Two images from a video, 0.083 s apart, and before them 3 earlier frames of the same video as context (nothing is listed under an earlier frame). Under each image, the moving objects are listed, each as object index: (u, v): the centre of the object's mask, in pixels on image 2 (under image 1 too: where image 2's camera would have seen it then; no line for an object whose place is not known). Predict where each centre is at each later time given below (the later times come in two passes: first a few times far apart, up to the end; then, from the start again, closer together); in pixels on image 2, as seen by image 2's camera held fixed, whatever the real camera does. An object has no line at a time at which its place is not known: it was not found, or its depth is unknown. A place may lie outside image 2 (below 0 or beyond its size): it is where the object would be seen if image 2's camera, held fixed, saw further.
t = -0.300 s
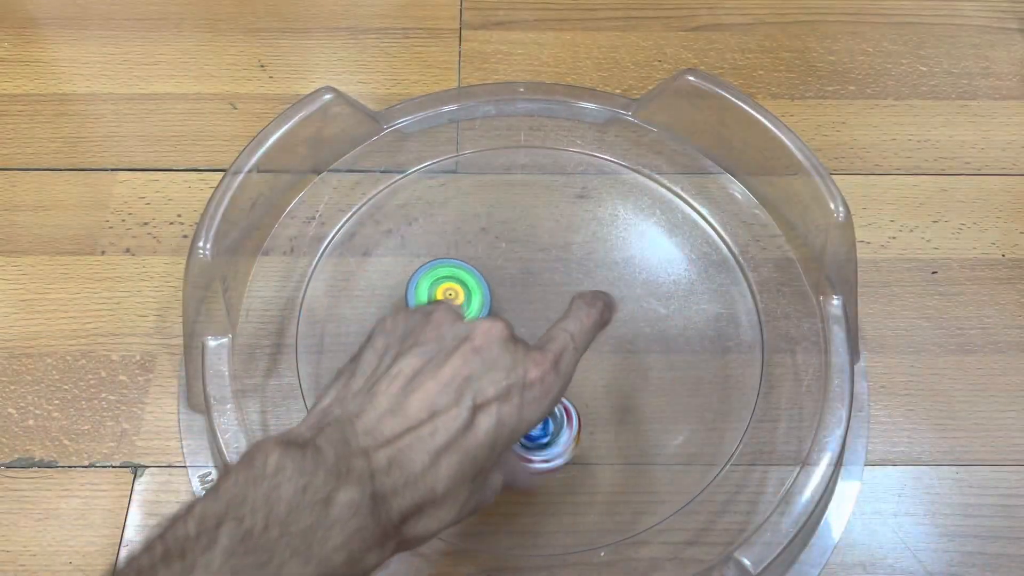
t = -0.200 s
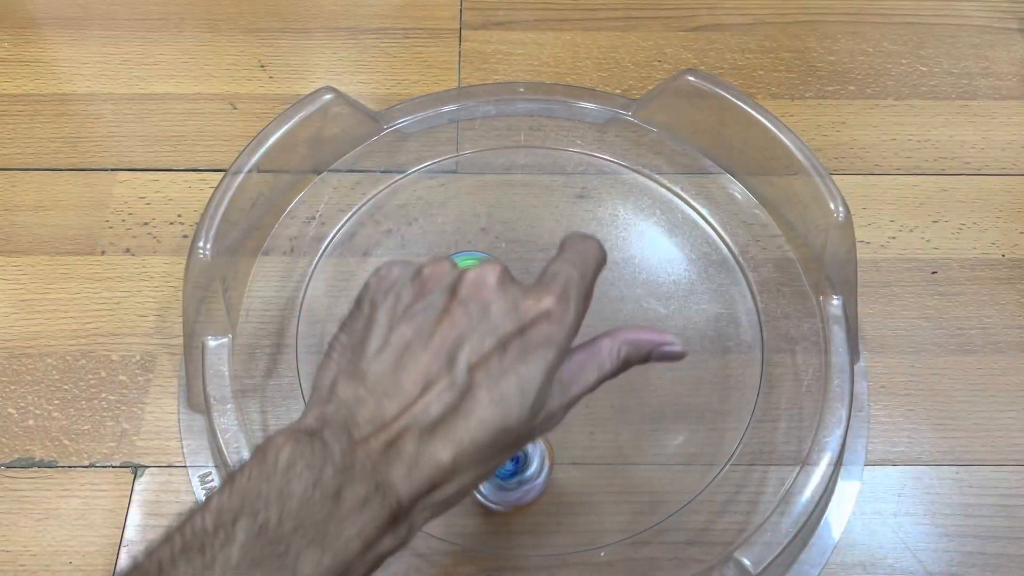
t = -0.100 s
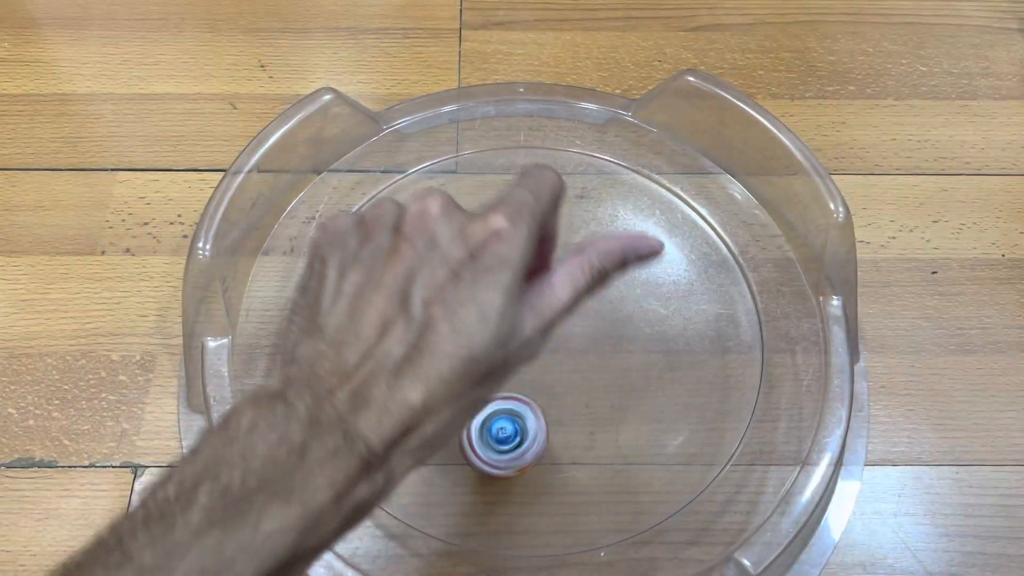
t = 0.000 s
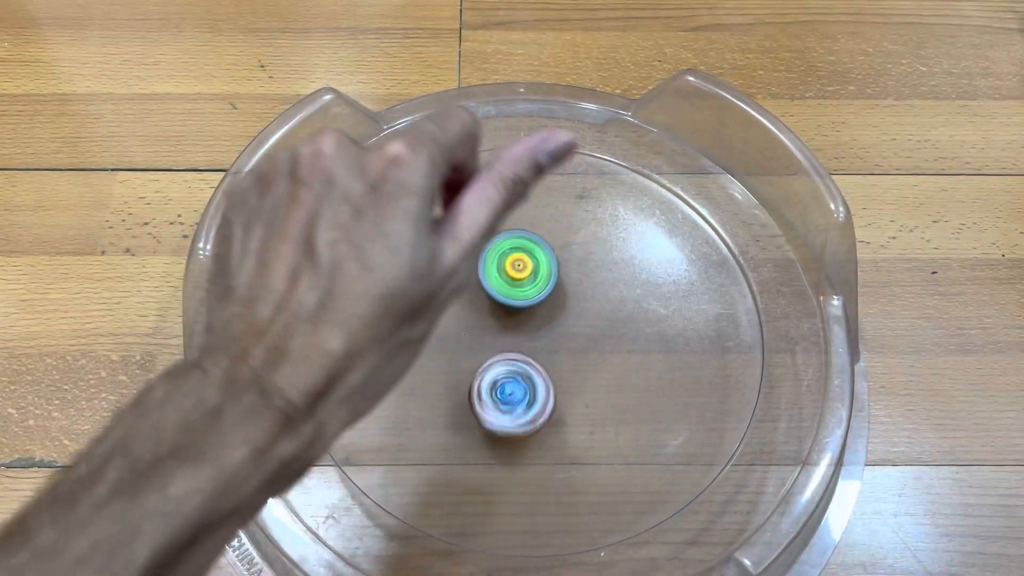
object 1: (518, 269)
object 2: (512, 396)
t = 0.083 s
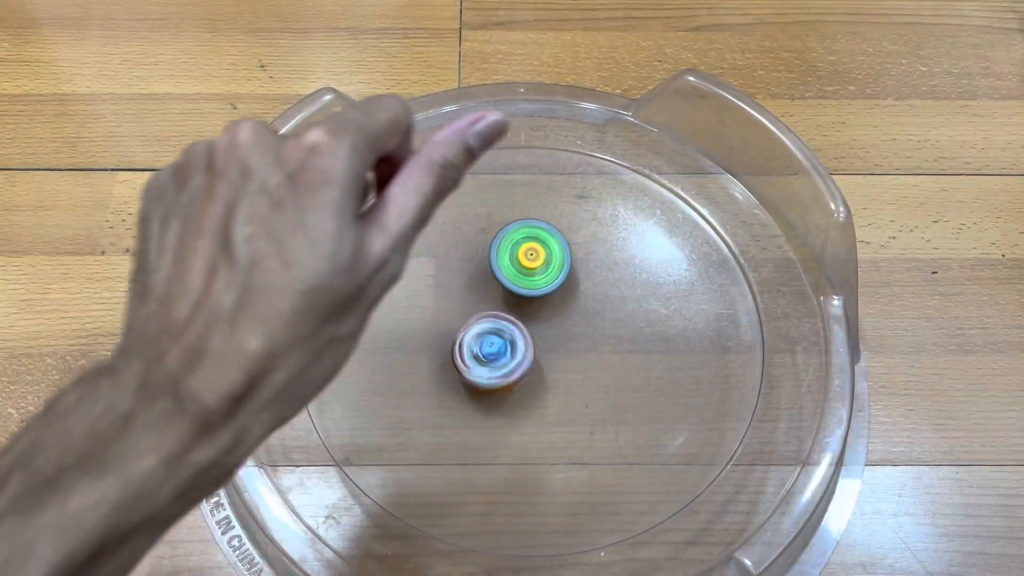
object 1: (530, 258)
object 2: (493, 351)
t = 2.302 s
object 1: (596, 420)
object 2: (580, 297)
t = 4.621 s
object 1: (483, 221)
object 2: (567, 319)
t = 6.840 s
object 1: (539, 435)
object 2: (542, 329)
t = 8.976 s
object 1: (548, 214)
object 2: (545, 310)
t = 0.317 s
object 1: (564, 234)
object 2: (481, 260)
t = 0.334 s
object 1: (567, 232)
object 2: (482, 255)
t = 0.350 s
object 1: (570, 230)
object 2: (483, 249)
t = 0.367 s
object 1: (571, 229)
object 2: (486, 243)
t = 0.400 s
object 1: (574, 227)
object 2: (492, 232)
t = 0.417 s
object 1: (578, 226)
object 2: (495, 227)
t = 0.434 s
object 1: (581, 226)
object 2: (499, 223)
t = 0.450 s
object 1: (585, 226)
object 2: (502, 220)
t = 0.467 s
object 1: (598, 228)
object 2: (501, 214)
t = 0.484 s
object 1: (608, 231)
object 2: (500, 212)
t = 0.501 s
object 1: (618, 234)
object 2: (500, 211)
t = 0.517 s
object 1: (628, 236)
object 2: (501, 211)
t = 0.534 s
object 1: (635, 238)
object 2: (503, 211)
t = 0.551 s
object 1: (642, 240)
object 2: (505, 212)
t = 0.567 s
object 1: (648, 240)
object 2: (506, 213)
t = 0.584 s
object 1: (653, 240)
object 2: (508, 215)
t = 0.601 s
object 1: (657, 240)
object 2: (510, 217)
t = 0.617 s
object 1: (661, 239)
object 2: (511, 219)
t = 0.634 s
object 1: (664, 238)
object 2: (512, 222)
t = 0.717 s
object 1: (682, 234)
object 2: (514, 248)
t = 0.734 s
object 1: (685, 233)
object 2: (513, 255)
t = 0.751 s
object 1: (688, 232)
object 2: (513, 262)
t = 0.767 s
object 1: (691, 232)
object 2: (511, 270)
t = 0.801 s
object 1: (698, 231)
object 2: (505, 282)
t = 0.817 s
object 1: (701, 230)
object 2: (502, 289)
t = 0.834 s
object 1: (704, 230)
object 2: (498, 296)
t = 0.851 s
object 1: (707, 231)
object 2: (494, 302)
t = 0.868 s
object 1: (709, 230)
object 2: (491, 308)
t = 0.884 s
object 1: (711, 231)
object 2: (486, 313)
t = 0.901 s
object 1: (713, 231)
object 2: (481, 318)
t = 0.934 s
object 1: (718, 233)
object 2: (472, 328)
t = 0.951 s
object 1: (721, 234)
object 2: (467, 332)
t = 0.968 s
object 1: (723, 235)
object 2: (462, 336)
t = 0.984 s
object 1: (725, 237)
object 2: (456, 340)
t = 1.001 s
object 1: (726, 238)
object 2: (450, 343)
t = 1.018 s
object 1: (724, 240)
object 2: (444, 346)
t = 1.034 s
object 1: (722, 242)
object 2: (438, 348)
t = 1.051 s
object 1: (721, 245)
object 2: (432, 350)
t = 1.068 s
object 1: (720, 248)
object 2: (428, 352)
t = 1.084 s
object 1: (720, 251)
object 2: (423, 352)
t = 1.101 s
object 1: (720, 254)
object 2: (418, 352)
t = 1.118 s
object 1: (720, 257)
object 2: (414, 352)
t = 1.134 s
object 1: (720, 260)
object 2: (411, 351)
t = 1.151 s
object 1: (721, 263)
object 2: (407, 350)
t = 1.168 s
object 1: (721, 266)
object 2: (405, 348)
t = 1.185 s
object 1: (722, 268)
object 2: (403, 346)
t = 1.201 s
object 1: (723, 271)
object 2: (402, 343)
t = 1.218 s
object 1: (725, 274)
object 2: (403, 342)
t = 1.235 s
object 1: (726, 277)
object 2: (405, 340)
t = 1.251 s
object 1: (728, 280)
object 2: (408, 339)
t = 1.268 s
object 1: (729, 283)
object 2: (412, 338)
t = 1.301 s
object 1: (732, 287)
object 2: (422, 334)
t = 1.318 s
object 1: (734, 290)
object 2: (427, 333)
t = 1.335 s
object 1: (735, 292)
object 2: (433, 331)
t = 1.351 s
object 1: (737, 294)
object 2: (441, 331)
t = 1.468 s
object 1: (744, 314)
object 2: (494, 341)
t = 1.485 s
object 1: (744, 317)
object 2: (501, 344)
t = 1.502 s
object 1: (745, 320)
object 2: (507, 347)
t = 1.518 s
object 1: (745, 323)
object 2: (513, 350)
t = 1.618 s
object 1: (744, 343)
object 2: (549, 374)
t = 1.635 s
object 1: (743, 346)
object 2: (553, 379)
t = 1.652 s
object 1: (742, 348)
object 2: (557, 384)
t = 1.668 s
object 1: (741, 351)
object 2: (560, 389)
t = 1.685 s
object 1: (740, 354)
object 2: (563, 393)
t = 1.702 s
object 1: (738, 357)
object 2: (565, 398)
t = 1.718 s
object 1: (736, 360)
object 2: (566, 403)
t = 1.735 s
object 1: (734, 363)
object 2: (567, 408)
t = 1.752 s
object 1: (732, 365)
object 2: (567, 412)
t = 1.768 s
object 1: (729, 368)
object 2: (566, 415)
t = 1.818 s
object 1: (721, 377)
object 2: (563, 419)
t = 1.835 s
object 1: (718, 379)
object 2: (561, 421)
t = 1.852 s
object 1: (715, 382)
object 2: (559, 421)
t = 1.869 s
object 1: (712, 385)
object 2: (557, 420)
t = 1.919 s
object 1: (702, 392)
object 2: (549, 412)
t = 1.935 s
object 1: (698, 394)
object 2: (546, 409)
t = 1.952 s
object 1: (694, 397)
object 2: (544, 407)
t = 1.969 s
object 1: (691, 399)
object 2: (541, 402)
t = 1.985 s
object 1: (687, 401)
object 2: (538, 397)
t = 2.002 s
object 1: (682, 403)
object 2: (536, 391)
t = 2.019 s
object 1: (678, 405)
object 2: (534, 385)
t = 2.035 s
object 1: (673, 407)
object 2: (534, 379)
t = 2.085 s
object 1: (660, 412)
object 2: (536, 361)
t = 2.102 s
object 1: (655, 413)
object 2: (538, 354)
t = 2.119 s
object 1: (650, 414)
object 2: (540, 348)
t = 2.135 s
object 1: (645, 415)
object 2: (543, 341)
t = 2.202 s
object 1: (626, 418)
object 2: (554, 321)
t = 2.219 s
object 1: (621, 418)
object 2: (558, 315)
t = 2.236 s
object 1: (615, 419)
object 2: (561, 311)
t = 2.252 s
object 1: (610, 419)
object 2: (566, 308)
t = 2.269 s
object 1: (605, 419)
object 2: (570, 304)
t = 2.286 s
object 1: (601, 419)
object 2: (575, 300)
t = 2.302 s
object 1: (596, 420)
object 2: (580, 297)
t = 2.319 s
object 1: (591, 420)
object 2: (585, 293)
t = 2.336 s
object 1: (585, 420)
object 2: (590, 291)
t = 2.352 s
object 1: (580, 420)
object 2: (595, 290)
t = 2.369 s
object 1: (575, 420)
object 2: (600, 290)
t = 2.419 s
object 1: (562, 420)
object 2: (610, 290)
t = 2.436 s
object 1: (557, 420)
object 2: (612, 291)
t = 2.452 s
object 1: (552, 421)
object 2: (614, 293)
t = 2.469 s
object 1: (548, 421)
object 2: (615, 295)
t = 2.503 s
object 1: (539, 422)
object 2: (615, 299)
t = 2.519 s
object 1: (535, 422)
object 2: (614, 301)
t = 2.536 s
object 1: (531, 422)
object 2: (613, 302)
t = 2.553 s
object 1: (527, 423)
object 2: (610, 306)
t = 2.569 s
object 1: (523, 423)
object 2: (608, 308)
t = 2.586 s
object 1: (519, 423)
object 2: (605, 311)
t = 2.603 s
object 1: (515, 423)
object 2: (602, 313)
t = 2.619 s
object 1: (511, 423)
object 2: (596, 316)
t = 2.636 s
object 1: (507, 424)
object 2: (590, 317)
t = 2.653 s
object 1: (503, 423)
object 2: (583, 319)
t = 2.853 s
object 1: (455, 417)
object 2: (511, 302)
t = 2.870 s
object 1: (452, 416)
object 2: (506, 299)
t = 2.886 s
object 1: (448, 415)
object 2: (502, 295)
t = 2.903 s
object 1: (444, 414)
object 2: (498, 291)
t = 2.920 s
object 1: (441, 413)
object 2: (495, 287)
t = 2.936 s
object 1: (438, 412)
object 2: (492, 284)
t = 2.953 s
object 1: (435, 411)
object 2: (489, 279)
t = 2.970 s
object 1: (432, 410)
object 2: (487, 274)
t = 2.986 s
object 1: (429, 409)
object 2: (487, 270)
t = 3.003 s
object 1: (426, 408)
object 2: (486, 267)
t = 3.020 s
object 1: (423, 406)
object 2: (487, 263)
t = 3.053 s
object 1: (417, 404)
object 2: (490, 257)
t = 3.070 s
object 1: (414, 403)
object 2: (491, 256)
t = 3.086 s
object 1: (412, 402)
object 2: (493, 255)
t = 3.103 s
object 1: (410, 401)
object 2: (495, 255)
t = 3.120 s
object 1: (408, 400)
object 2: (497, 254)
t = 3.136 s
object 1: (406, 398)
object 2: (499, 255)
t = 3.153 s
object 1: (405, 397)
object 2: (502, 255)
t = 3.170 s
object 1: (405, 395)
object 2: (505, 256)
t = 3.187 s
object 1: (404, 393)
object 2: (508, 258)
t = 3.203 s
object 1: (404, 392)
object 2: (511, 261)
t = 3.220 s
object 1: (404, 390)
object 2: (513, 264)
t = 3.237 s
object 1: (405, 388)
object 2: (514, 266)
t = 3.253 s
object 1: (405, 386)
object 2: (517, 270)
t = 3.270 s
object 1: (405, 383)
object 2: (519, 276)
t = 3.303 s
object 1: (404, 377)
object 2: (521, 286)
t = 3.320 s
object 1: (403, 373)
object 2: (522, 291)
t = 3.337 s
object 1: (402, 370)
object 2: (522, 297)
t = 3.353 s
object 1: (401, 367)
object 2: (522, 302)
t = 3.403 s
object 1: (397, 357)
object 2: (519, 317)
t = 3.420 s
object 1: (396, 354)
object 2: (518, 322)
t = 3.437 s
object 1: (395, 351)
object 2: (516, 326)
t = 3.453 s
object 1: (394, 349)
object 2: (514, 331)
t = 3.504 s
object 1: (393, 341)
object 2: (506, 344)
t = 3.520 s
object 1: (392, 338)
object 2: (503, 348)
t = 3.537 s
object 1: (392, 336)
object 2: (500, 353)
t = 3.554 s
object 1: (391, 333)
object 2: (496, 355)
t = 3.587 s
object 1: (391, 329)
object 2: (488, 360)
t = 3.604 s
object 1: (391, 326)
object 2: (484, 363)
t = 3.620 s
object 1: (391, 323)
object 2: (480, 365)
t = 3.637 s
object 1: (391, 321)
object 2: (476, 366)
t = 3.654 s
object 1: (391, 319)
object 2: (472, 366)
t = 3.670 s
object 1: (391, 317)
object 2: (468, 366)
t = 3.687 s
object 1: (391, 315)
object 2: (463, 365)
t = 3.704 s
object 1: (389, 310)
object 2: (462, 366)
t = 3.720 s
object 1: (384, 302)
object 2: (464, 369)
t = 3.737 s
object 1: (381, 296)
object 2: (465, 371)
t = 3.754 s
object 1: (379, 293)
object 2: (466, 372)
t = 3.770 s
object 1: (378, 290)
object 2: (468, 374)
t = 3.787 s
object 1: (377, 289)
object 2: (470, 374)
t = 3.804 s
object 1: (377, 286)
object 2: (472, 374)
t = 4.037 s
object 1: (392, 252)
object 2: (528, 378)
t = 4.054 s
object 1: (393, 250)
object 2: (533, 379)
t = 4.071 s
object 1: (394, 248)
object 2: (536, 380)
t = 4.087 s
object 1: (396, 246)
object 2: (540, 379)
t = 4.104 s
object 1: (398, 244)
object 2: (543, 379)
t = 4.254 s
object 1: (420, 229)
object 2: (567, 379)
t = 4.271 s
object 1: (422, 227)
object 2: (569, 379)
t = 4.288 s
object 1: (425, 226)
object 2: (569, 379)
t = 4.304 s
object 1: (427, 224)
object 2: (570, 377)
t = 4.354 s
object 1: (435, 221)
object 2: (570, 372)
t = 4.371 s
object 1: (437, 220)
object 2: (570, 371)
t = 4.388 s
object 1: (440, 220)
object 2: (570, 369)
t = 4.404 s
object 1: (443, 219)
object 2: (570, 367)
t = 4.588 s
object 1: (476, 220)
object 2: (566, 327)
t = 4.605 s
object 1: (479, 221)
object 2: (567, 323)
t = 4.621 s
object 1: (483, 221)
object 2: (567, 319)
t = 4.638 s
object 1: (486, 222)
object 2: (568, 315)
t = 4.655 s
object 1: (491, 222)
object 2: (569, 312)
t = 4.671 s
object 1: (494, 222)
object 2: (569, 309)
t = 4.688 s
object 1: (498, 222)
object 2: (571, 306)
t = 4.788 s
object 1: (525, 223)
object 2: (581, 292)
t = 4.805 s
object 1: (530, 223)
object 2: (580, 291)
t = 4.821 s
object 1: (534, 223)
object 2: (581, 290)
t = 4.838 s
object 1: (538, 224)
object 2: (581, 290)
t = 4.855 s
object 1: (540, 219)
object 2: (580, 293)
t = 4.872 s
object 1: (541, 212)
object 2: (581, 299)
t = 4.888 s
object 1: (543, 208)
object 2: (582, 302)
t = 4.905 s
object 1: (545, 207)
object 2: (581, 305)
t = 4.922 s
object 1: (547, 206)
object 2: (580, 309)
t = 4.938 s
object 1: (549, 206)
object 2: (578, 312)
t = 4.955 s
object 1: (552, 206)
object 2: (575, 315)
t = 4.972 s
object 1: (554, 205)
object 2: (572, 319)
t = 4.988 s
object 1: (556, 206)
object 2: (569, 321)
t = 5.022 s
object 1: (562, 206)
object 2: (562, 326)
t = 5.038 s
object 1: (564, 207)
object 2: (557, 328)
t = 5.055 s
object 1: (567, 207)
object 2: (553, 330)
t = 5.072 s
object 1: (569, 207)
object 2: (548, 331)
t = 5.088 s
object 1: (572, 208)
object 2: (544, 331)
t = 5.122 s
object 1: (577, 209)
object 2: (532, 332)
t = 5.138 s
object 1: (579, 209)
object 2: (528, 333)
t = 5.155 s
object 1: (580, 210)
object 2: (523, 332)
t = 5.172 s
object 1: (582, 211)
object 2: (518, 330)
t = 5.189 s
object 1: (584, 212)
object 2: (512, 329)
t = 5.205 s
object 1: (586, 213)
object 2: (507, 328)
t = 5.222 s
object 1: (587, 214)
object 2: (505, 326)
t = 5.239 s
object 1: (589, 215)
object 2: (500, 324)
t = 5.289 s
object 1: (593, 218)
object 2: (489, 315)
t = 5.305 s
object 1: (595, 220)
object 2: (487, 313)
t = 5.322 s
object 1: (596, 221)
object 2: (485, 309)
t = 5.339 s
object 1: (598, 223)
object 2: (483, 305)
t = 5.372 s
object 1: (601, 226)
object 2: (483, 299)
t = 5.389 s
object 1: (602, 228)
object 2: (483, 295)
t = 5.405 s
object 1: (603, 229)
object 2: (484, 292)
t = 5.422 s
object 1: (605, 231)
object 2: (486, 290)
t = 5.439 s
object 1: (606, 233)
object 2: (488, 288)
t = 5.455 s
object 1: (606, 235)
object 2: (490, 287)
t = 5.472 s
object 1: (607, 237)
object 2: (493, 285)
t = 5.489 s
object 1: (609, 240)
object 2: (496, 285)
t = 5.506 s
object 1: (609, 243)
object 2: (499, 284)
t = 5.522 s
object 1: (610, 245)
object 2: (502, 284)
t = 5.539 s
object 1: (610, 248)
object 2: (505, 285)
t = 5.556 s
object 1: (611, 251)
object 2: (509, 285)
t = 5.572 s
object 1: (612, 254)
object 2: (512, 287)
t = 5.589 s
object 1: (613, 257)
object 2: (515, 289)
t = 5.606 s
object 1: (615, 261)
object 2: (519, 292)
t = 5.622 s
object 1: (617, 264)
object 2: (522, 295)
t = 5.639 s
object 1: (618, 266)
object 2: (525, 298)
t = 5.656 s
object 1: (619, 269)
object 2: (527, 302)
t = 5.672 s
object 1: (619, 273)
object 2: (527, 305)
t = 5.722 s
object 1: (622, 283)
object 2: (531, 317)
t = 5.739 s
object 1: (623, 286)
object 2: (531, 321)
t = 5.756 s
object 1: (625, 289)
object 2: (531, 324)
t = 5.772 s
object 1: (626, 293)
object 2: (530, 328)
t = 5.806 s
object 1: (629, 301)
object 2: (528, 336)
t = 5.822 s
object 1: (630, 305)
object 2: (527, 339)
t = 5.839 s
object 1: (631, 308)
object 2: (525, 342)
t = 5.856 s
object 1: (633, 312)
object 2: (522, 345)
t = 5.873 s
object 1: (634, 315)
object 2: (520, 347)
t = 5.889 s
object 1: (635, 319)
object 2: (518, 350)
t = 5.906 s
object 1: (636, 323)
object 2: (514, 352)
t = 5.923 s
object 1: (637, 327)
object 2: (512, 353)
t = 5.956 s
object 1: (639, 334)
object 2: (505, 356)
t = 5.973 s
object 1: (639, 336)
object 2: (502, 357)
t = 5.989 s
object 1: (640, 339)
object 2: (500, 356)
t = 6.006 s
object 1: (640, 341)
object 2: (496, 356)
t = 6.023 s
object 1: (641, 343)
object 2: (493, 354)
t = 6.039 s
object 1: (641, 345)
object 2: (491, 354)
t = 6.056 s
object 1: (640, 348)
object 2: (488, 352)
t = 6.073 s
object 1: (639, 350)
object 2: (487, 351)
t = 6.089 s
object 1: (639, 353)
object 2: (485, 348)
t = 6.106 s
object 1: (639, 355)
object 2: (485, 345)
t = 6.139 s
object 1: (638, 360)
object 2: (485, 339)
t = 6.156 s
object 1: (638, 363)
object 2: (486, 337)
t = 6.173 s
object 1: (637, 365)
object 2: (487, 333)
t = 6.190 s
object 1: (637, 368)
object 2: (488, 331)
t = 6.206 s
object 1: (636, 370)
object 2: (489, 329)
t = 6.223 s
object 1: (635, 372)
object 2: (491, 327)
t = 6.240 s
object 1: (634, 373)
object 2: (494, 323)
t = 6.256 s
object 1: (633, 375)
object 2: (497, 322)
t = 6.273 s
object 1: (632, 377)
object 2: (500, 319)
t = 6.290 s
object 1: (630, 379)
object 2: (504, 318)
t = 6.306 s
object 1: (628, 382)
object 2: (508, 316)
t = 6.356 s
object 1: (623, 387)
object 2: (520, 315)
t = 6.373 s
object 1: (621, 389)
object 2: (523, 314)
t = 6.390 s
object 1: (619, 392)
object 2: (528, 314)
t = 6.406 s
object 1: (617, 394)
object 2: (531, 315)
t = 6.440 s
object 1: (612, 399)
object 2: (540, 317)
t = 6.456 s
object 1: (610, 401)
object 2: (544, 318)
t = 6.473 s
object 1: (607, 402)
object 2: (548, 320)
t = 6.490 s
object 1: (604, 404)
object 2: (550, 322)
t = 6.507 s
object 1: (601, 405)
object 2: (553, 325)
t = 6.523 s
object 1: (599, 407)
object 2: (555, 327)
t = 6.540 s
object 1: (596, 409)
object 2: (557, 330)
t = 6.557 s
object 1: (593, 410)
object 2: (558, 331)
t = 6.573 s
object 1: (590, 411)
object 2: (559, 334)
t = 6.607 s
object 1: (583, 414)
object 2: (560, 339)
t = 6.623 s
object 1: (579, 414)
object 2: (559, 341)
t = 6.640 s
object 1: (576, 415)
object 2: (559, 344)
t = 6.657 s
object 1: (573, 419)
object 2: (558, 343)
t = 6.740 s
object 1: (558, 432)
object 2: (552, 339)
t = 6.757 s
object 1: (555, 434)
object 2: (550, 338)
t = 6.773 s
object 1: (552, 435)
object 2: (549, 336)
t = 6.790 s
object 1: (549, 435)
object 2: (546, 335)
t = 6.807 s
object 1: (546, 435)
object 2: (544, 334)
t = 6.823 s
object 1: (543, 435)
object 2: (543, 332)
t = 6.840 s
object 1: (539, 435)
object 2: (542, 329)
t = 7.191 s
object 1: (469, 422)
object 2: (514, 299)
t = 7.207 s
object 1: (466, 421)
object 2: (512, 297)
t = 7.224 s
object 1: (462, 420)
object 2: (512, 295)
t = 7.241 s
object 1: (459, 418)
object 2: (512, 293)
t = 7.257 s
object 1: (455, 417)
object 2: (512, 292)
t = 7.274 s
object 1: (452, 415)
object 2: (512, 291)
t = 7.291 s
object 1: (449, 414)
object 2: (512, 291)
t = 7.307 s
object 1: (446, 412)
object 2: (513, 290)
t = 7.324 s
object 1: (443, 410)
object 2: (514, 290)
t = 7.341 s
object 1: (440, 408)
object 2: (516, 289)
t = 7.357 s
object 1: (438, 407)
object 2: (516, 289)
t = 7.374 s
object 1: (435, 405)
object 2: (518, 289)
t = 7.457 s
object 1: (423, 395)
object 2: (523, 293)
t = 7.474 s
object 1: (421, 393)
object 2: (524, 295)
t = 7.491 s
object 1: (419, 391)
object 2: (523, 297)
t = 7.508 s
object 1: (417, 389)
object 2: (525, 300)
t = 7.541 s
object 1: (412, 384)
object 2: (526, 303)
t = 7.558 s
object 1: (410, 382)
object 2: (526, 304)
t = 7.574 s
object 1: (410, 381)
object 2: (527, 307)
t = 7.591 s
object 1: (409, 379)
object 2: (528, 309)
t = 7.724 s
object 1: (404, 353)
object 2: (532, 324)
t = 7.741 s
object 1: (404, 350)
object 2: (533, 327)
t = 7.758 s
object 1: (403, 346)
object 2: (534, 329)
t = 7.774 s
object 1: (403, 342)
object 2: (534, 331)
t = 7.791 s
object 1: (403, 338)
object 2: (533, 334)
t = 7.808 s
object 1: (403, 335)
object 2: (533, 336)
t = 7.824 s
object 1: (404, 333)
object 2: (532, 340)
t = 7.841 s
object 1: (404, 330)
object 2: (531, 342)
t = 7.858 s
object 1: (404, 328)
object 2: (531, 344)
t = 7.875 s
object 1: (405, 326)
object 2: (530, 345)
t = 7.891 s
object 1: (405, 324)
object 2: (529, 347)
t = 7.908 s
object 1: (405, 321)
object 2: (528, 349)
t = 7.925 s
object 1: (407, 318)
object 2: (526, 351)
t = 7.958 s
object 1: (410, 311)
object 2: (523, 354)
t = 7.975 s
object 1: (412, 308)
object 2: (522, 355)
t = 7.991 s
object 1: (413, 305)
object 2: (522, 355)
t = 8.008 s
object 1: (414, 303)
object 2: (521, 353)
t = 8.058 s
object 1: (419, 298)
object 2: (513, 354)
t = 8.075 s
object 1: (420, 296)
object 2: (513, 355)
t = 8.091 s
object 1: (422, 294)
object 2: (513, 355)
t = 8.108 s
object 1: (424, 292)
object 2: (513, 354)
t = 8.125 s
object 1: (426, 290)
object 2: (513, 351)
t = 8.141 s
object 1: (427, 287)
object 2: (511, 350)
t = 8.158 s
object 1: (429, 284)
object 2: (509, 349)
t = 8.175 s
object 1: (431, 282)
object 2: (508, 348)
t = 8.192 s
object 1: (432, 280)
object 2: (509, 347)
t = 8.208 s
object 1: (432, 277)
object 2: (509, 345)
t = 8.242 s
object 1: (435, 272)
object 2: (511, 341)
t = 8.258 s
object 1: (438, 268)
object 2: (511, 339)
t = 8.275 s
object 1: (440, 265)
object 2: (512, 337)
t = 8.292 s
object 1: (443, 263)
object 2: (514, 336)
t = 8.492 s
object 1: (472, 240)
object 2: (526, 319)
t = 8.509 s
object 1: (475, 238)
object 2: (527, 317)
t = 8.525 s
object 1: (478, 236)
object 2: (527, 315)
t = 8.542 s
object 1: (481, 234)
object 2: (529, 314)
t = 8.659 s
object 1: (498, 223)
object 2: (536, 308)
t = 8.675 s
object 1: (501, 222)
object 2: (537, 307)
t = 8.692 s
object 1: (504, 221)
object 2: (537, 305)
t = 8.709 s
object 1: (506, 220)
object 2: (538, 305)
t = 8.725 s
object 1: (509, 220)
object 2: (539, 305)
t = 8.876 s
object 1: (532, 214)
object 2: (545, 301)
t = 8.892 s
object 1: (535, 214)
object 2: (544, 301)
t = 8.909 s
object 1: (537, 214)
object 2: (542, 304)
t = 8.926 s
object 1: (540, 214)
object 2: (542, 306)
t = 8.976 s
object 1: (548, 214)
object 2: (545, 310)
